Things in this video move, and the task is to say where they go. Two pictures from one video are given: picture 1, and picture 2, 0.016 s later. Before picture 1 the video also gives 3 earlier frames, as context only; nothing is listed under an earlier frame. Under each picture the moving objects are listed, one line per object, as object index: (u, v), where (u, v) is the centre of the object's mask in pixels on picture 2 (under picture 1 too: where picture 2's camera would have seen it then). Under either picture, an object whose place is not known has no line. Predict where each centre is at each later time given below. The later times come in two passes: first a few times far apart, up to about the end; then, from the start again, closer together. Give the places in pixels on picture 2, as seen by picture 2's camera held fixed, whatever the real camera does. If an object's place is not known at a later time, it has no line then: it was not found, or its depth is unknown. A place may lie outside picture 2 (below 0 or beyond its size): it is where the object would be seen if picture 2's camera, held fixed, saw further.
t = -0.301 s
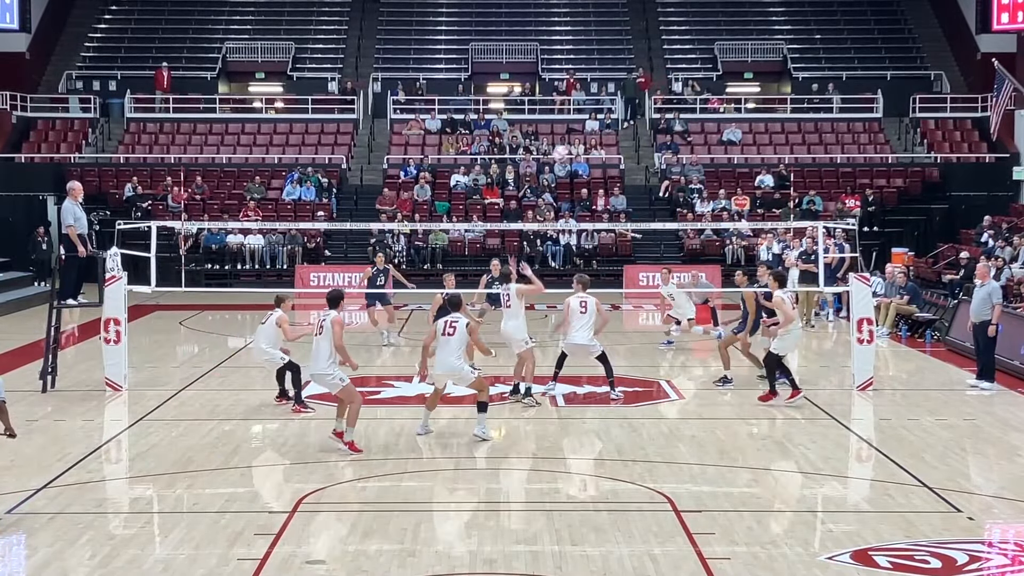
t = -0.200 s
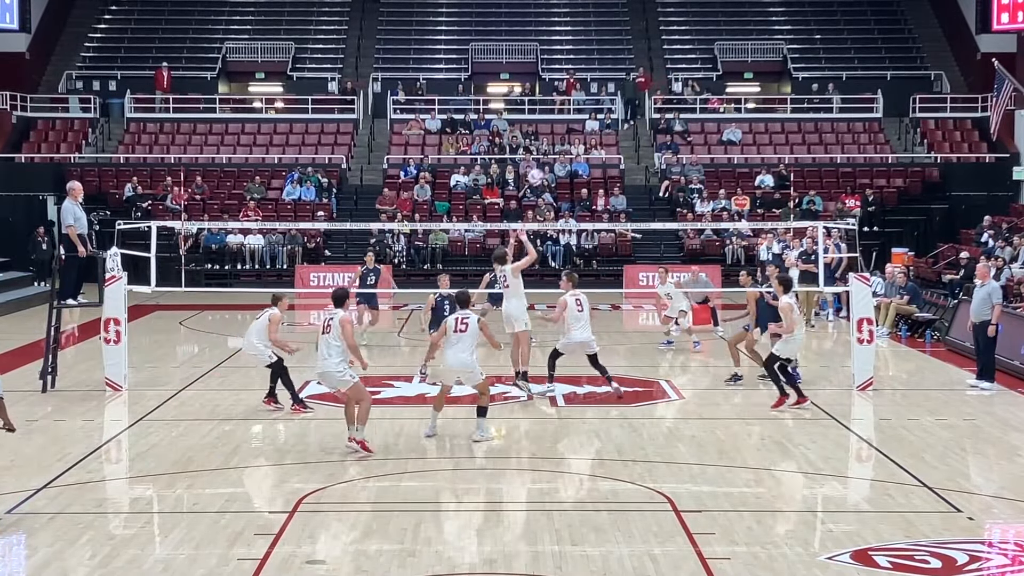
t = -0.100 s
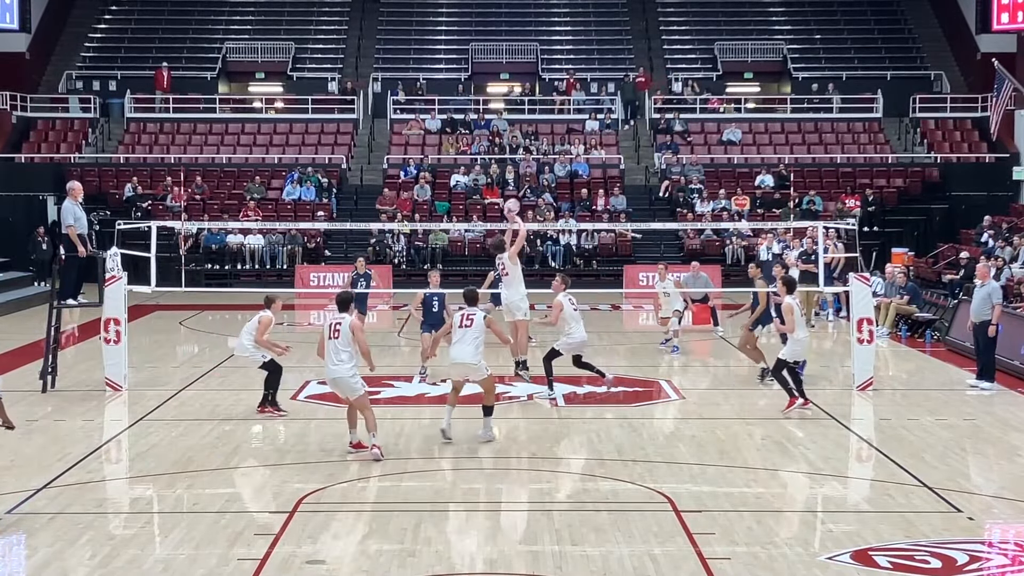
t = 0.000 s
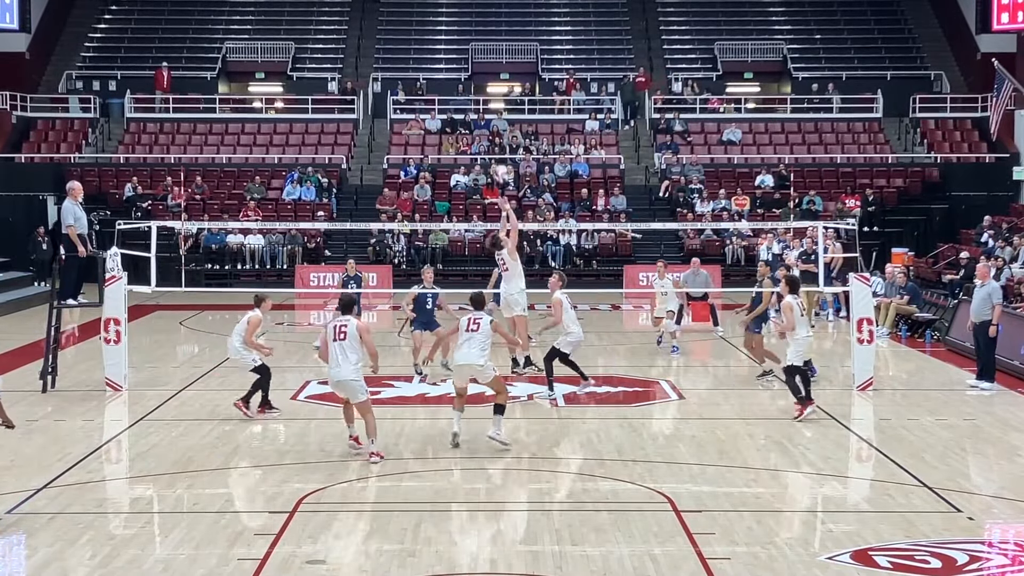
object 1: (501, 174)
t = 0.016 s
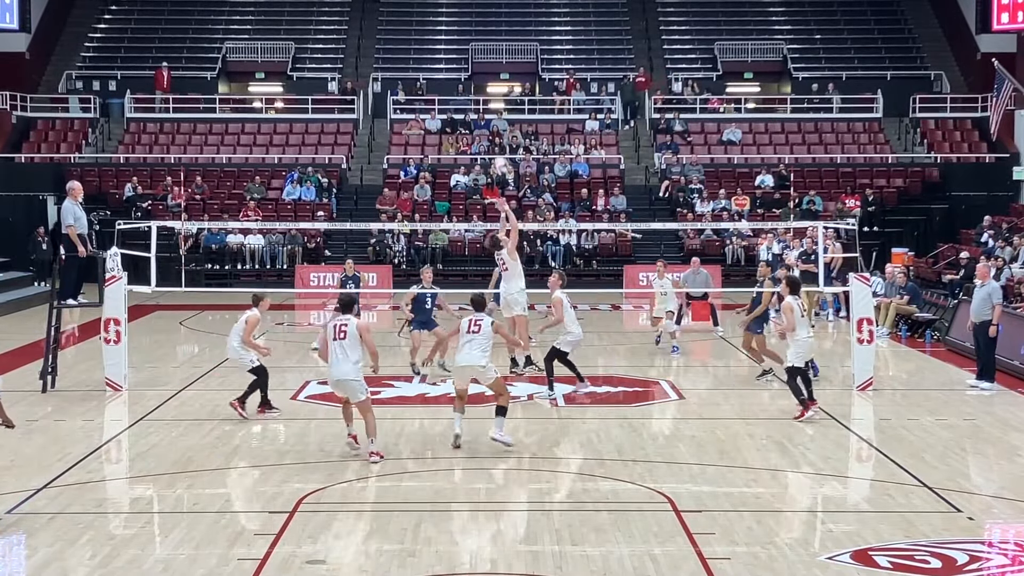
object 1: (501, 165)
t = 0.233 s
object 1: (486, 78)
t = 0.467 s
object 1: (471, 22)
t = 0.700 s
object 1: (457, 7)
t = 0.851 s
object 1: (448, 16)
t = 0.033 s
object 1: (499, 158)
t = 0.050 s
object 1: (498, 149)
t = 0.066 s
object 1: (497, 143)
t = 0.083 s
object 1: (496, 135)
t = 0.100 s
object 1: (495, 129)
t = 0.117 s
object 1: (494, 121)
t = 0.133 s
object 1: (493, 114)
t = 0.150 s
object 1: (492, 107)
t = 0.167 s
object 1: (491, 102)
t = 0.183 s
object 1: (489, 95)
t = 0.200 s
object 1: (488, 89)
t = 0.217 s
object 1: (487, 84)
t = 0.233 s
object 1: (486, 78)
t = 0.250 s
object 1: (485, 73)
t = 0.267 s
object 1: (484, 68)
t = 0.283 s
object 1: (483, 63)
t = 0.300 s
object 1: (482, 58)
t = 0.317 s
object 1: (481, 54)
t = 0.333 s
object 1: (479, 49)
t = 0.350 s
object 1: (478, 45)
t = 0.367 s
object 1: (478, 41)
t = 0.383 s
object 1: (477, 37)
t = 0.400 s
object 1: (476, 34)
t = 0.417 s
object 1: (475, 31)
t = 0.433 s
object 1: (474, 27)
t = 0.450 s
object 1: (473, 25)
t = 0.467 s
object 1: (471, 22)
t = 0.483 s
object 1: (471, 19)
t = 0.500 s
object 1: (469, 17)
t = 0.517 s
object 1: (468, 15)
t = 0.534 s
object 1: (467, 13)
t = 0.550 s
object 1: (466, 11)
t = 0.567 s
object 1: (465, 10)
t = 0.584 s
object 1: (464, 9)
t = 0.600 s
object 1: (463, 8)
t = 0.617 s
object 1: (462, 8)
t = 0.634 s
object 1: (461, 7)
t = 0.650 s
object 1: (460, 7)
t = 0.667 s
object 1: (459, 7)
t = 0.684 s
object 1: (458, 7)
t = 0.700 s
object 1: (457, 7)
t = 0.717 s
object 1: (456, 7)
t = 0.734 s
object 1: (455, 8)
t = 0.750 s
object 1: (453, 8)
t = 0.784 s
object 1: (452, 9)
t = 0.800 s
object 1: (452, 10)
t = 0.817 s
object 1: (450, 12)
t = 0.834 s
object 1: (449, 14)
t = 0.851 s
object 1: (448, 16)
